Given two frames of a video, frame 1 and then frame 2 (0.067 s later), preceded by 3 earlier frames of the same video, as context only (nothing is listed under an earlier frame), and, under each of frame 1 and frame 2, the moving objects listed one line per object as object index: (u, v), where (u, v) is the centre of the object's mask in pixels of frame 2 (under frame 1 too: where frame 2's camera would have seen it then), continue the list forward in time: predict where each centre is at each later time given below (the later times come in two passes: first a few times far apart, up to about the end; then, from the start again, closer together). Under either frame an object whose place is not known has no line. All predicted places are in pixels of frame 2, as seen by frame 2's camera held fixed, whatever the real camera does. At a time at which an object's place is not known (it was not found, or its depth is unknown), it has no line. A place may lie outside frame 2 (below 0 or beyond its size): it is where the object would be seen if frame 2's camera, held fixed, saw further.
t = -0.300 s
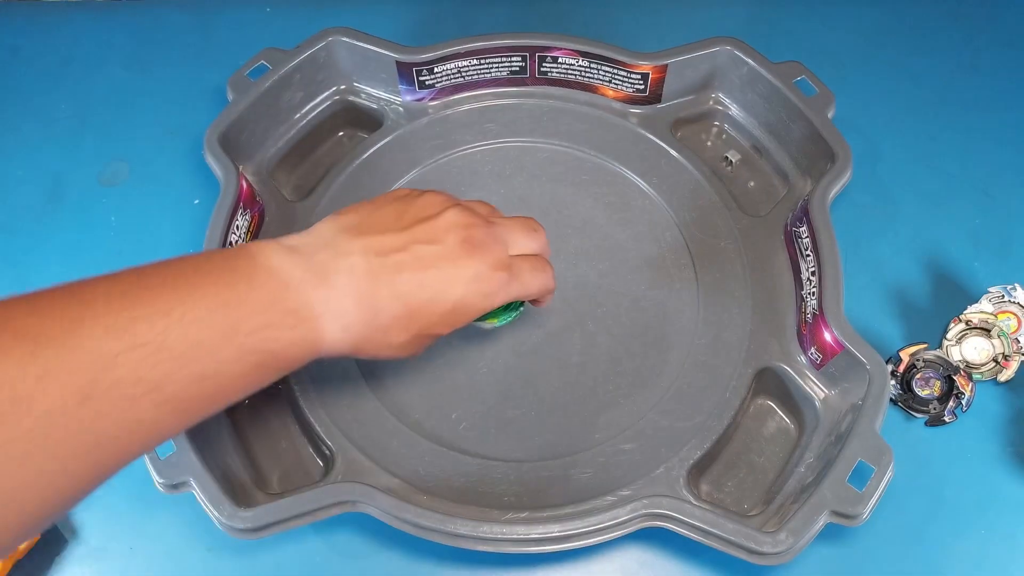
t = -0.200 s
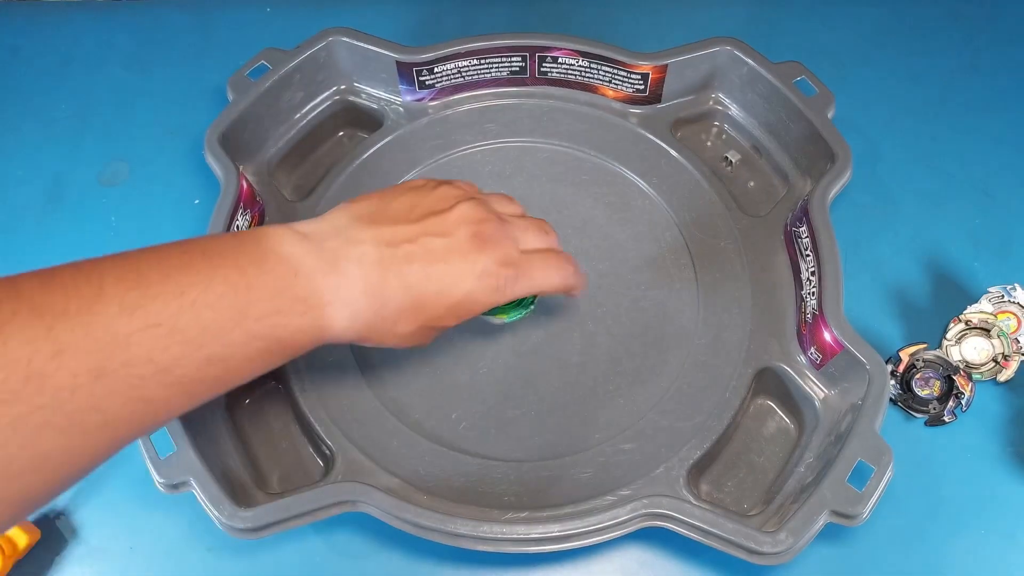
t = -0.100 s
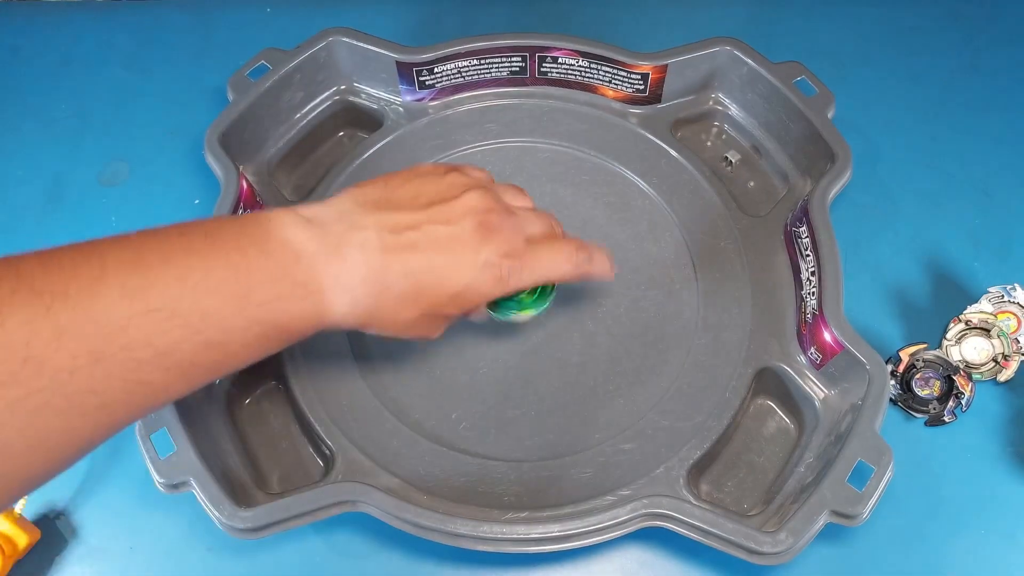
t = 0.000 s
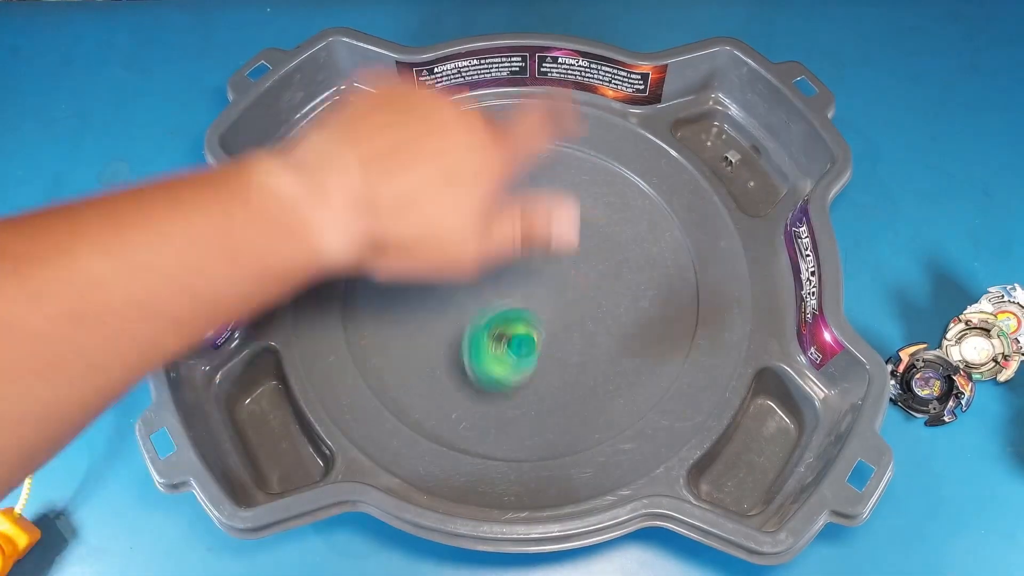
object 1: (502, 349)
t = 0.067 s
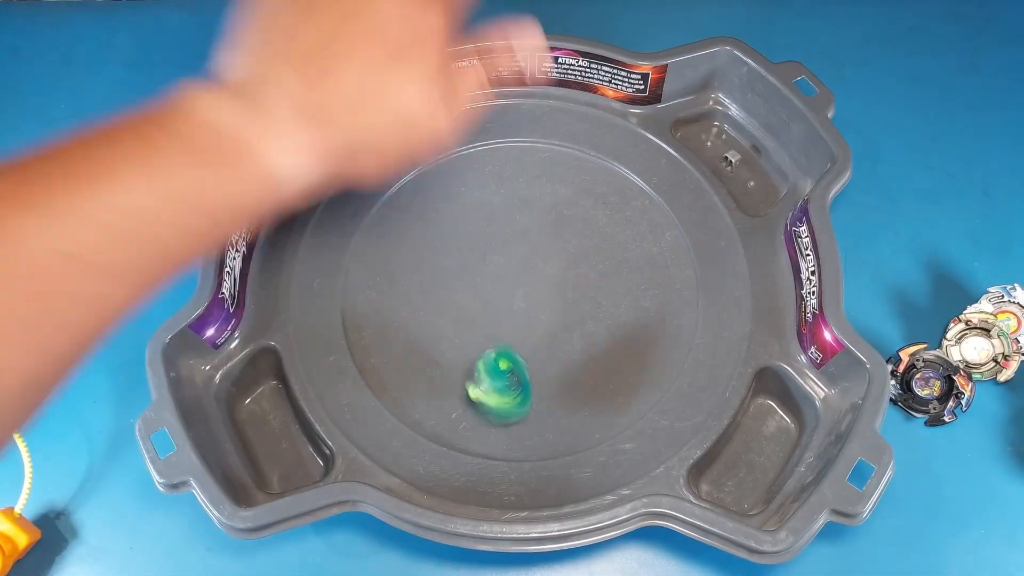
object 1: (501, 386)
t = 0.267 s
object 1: (566, 363)
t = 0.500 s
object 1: (564, 296)
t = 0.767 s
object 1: (525, 247)
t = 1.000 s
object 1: (502, 260)
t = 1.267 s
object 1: (509, 263)
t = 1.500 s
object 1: (510, 263)
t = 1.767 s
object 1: (510, 263)
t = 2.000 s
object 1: (510, 264)
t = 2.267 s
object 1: (510, 264)
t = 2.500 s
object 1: (509, 264)
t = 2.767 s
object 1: (509, 264)
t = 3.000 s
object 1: (509, 264)
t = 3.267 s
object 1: (509, 264)
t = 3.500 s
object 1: (509, 264)
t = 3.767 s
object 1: (509, 264)
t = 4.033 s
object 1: (510, 264)
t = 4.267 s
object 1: (510, 264)
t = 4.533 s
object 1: (509, 264)
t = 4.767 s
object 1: (509, 264)
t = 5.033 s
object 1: (509, 264)
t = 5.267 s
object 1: (509, 264)
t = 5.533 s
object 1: (510, 264)
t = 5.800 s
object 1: (510, 264)
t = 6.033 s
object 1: (509, 264)
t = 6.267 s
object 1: (509, 264)
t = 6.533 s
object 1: (509, 264)
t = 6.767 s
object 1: (509, 264)
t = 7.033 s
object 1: (509, 264)
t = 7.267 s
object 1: (509, 264)
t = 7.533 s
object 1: (509, 264)
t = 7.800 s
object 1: (509, 264)
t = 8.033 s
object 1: (509, 264)
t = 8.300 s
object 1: (509, 264)
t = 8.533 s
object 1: (509, 264)
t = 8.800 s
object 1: (509, 264)
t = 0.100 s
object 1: (514, 374)
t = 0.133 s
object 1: (525, 369)
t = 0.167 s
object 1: (540, 371)
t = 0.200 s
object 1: (549, 378)
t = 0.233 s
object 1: (560, 373)
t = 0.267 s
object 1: (566, 363)
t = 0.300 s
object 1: (570, 360)
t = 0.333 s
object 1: (572, 353)
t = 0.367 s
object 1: (570, 340)
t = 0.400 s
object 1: (572, 327)
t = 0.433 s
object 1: (571, 318)
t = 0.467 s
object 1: (568, 306)
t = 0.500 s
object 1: (564, 296)
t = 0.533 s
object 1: (561, 283)
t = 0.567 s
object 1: (557, 272)
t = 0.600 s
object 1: (554, 267)
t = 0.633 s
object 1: (549, 257)
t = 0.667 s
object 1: (543, 251)
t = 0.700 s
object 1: (537, 251)
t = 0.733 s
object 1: (533, 250)
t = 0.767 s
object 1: (525, 247)
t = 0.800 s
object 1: (517, 248)
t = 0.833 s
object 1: (511, 248)
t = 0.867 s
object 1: (506, 247)
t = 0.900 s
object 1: (502, 248)
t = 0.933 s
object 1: (499, 250)
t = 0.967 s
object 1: (498, 255)
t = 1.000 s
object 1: (502, 260)
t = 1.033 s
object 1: (505, 262)
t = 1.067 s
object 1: (508, 264)
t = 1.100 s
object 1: (510, 263)
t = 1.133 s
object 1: (510, 263)
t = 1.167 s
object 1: (510, 263)
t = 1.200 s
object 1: (510, 263)
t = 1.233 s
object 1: (509, 263)
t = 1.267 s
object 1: (509, 263)
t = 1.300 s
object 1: (509, 263)
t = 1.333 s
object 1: (509, 263)
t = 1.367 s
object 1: (509, 264)
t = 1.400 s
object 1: (510, 263)
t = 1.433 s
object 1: (510, 264)
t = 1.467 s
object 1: (510, 264)
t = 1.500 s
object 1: (510, 263)
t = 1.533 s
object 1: (510, 263)
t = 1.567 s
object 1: (510, 264)
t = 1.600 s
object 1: (510, 264)
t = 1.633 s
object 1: (510, 264)
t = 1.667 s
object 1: (510, 264)
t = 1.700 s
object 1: (510, 264)
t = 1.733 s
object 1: (510, 264)
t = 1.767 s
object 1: (510, 263)
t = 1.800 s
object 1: (510, 264)
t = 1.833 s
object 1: (510, 263)
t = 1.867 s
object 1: (510, 264)
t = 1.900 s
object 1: (510, 264)
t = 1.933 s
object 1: (509, 264)
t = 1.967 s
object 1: (510, 264)
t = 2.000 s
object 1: (510, 264)
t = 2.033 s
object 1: (510, 264)
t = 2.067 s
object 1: (510, 264)
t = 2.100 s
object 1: (510, 264)
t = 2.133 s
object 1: (510, 264)
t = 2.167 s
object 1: (510, 264)
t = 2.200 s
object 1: (510, 264)
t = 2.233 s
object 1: (510, 264)
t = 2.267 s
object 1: (510, 264)
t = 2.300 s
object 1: (510, 264)
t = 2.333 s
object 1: (510, 264)
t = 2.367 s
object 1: (509, 264)
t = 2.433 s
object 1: (510, 264)
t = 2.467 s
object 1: (510, 264)
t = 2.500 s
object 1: (509, 264)
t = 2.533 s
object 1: (509, 264)
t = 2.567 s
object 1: (509, 264)
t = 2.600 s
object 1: (510, 264)
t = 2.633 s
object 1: (510, 264)
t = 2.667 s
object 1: (509, 264)
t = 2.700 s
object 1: (510, 264)
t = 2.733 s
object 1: (509, 264)
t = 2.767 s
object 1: (509, 264)
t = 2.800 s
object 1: (509, 264)
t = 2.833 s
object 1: (509, 264)
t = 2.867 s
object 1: (509, 264)
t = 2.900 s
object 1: (509, 264)
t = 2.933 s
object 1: (509, 264)
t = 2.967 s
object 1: (509, 264)
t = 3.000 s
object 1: (509, 264)
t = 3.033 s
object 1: (510, 264)
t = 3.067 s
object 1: (509, 264)
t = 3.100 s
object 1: (509, 264)
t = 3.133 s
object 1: (509, 264)
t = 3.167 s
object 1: (510, 264)
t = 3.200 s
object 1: (509, 264)
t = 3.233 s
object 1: (509, 264)
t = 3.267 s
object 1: (509, 264)
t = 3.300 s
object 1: (509, 264)
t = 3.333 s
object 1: (509, 264)
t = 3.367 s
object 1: (509, 264)
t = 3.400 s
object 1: (509, 264)
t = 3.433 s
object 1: (509, 264)
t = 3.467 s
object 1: (509, 264)
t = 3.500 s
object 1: (509, 264)
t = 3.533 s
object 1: (509, 264)
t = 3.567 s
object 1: (509, 264)
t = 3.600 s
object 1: (510, 264)
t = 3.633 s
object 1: (509, 264)
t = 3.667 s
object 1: (509, 264)
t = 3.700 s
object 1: (509, 264)
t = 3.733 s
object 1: (509, 264)
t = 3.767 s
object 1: (509, 264)
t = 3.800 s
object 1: (509, 264)
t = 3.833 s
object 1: (510, 264)
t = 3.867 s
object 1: (510, 264)
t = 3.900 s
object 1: (509, 264)
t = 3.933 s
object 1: (510, 264)
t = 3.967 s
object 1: (510, 264)
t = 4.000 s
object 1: (510, 264)
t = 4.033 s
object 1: (510, 264)
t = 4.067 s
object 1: (510, 264)
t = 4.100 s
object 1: (510, 264)
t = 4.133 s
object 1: (510, 264)
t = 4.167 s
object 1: (510, 264)
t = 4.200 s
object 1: (510, 264)
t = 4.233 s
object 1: (510, 264)
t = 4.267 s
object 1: (510, 264)
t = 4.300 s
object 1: (510, 264)
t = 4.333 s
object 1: (509, 264)
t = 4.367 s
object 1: (510, 264)
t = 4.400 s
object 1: (509, 264)
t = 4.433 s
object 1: (509, 264)
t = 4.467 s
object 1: (509, 264)
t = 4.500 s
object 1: (509, 264)
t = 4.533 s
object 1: (509, 264)
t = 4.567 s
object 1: (509, 264)
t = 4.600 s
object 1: (509, 264)
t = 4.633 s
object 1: (509, 264)
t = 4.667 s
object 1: (509, 264)
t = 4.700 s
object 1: (509, 264)
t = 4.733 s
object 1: (509, 264)
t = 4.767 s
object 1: (509, 264)
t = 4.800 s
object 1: (509, 264)
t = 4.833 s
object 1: (509, 264)
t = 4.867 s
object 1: (510, 264)
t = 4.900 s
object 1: (509, 264)
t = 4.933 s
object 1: (510, 264)
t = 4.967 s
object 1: (510, 264)
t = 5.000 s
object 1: (510, 264)
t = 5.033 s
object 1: (509, 264)
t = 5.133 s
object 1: (510, 264)
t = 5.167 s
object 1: (510, 264)
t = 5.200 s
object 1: (510, 264)
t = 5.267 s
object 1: (509, 264)
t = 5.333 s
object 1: (510, 264)
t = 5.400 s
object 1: (510, 264)
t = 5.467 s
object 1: (510, 264)
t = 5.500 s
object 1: (510, 264)
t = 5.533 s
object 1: (510, 264)
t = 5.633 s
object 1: (510, 264)
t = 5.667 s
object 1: (510, 264)
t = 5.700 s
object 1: (510, 264)
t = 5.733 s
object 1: (510, 264)
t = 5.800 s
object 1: (510, 264)
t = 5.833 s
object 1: (509, 264)
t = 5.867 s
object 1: (510, 264)
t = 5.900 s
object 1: (509, 264)
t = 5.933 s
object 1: (510, 264)
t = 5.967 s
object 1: (509, 264)
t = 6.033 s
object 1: (509, 264)
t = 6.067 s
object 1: (510, 264)
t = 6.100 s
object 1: (509, 264)
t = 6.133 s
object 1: (510, 264)
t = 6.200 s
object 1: (509, 264)
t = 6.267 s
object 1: (509, 264)
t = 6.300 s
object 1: (510, 264)
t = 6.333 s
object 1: (509, 264)
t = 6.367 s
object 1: (510, 264)
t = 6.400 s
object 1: (509, 264)
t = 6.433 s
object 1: (510, 264)
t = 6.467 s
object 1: (509, 264)
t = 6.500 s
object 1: (510, 264)
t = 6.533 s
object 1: (509, 264)
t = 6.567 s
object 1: (509, 264)
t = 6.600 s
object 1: (509, 264)
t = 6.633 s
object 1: (509, 264)
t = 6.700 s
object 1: (509, 264)
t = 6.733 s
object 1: (509, 264)
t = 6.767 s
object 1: (509, 264)
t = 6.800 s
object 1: (509, 264)
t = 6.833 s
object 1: (509, 264)
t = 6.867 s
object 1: (509, 264)
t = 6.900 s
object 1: (509, 264)
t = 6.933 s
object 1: (509, 264)
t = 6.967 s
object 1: (509, 264)
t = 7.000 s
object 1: (509, 264)
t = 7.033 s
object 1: (509, 264)
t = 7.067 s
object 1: (509, 264)
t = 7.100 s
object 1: (509, 264)
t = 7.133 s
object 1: (509, 264)
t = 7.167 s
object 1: (509, 264)
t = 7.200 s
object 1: (509, 264)
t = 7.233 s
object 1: (509, 264)
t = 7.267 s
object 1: (509, 264)
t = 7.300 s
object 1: (509, 264)
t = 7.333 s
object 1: (509, 264)
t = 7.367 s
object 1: (509, 264)
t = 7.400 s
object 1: (509, 264)
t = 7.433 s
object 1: (509, 264)
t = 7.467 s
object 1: (509, 264)
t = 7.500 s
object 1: (510, 264)
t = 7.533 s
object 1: (509, 264)
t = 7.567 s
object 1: (509, 264)
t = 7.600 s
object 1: (509, 264)
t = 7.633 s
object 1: (509, 264)
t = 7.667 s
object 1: (509, 264)
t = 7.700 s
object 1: (509, 264)
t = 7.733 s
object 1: (509, 264)
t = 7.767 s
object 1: (509, 264)
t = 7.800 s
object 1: (509, 264)
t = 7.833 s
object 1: (509, 264)
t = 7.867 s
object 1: (509, 264)
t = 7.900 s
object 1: (509, 264)
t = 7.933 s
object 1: (509, 264)
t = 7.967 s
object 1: (509, 264)
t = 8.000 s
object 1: (509, 264)
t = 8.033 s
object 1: (509, 264)
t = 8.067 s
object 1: (509, 264)
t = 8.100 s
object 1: (509, 264)
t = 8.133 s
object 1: (509, 264)
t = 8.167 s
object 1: (509, 264)
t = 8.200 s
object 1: (509, 264)
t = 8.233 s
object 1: (509, 264)
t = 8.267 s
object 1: (509, 264)
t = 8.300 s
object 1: (509, 264)
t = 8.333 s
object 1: (509, 264)
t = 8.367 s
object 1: (509, 264)
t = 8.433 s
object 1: (509, 264)
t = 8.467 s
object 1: (509, 264)
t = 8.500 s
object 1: (509, 264)
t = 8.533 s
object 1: (509, 264)
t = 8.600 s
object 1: (509, 264)
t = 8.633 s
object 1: (509, 264)
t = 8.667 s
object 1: (509, 264)
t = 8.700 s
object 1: (509, 264)
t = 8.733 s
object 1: (509, 264)
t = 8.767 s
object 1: (509, 264)
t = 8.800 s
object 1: (509, 264)
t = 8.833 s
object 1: (509, 264)
